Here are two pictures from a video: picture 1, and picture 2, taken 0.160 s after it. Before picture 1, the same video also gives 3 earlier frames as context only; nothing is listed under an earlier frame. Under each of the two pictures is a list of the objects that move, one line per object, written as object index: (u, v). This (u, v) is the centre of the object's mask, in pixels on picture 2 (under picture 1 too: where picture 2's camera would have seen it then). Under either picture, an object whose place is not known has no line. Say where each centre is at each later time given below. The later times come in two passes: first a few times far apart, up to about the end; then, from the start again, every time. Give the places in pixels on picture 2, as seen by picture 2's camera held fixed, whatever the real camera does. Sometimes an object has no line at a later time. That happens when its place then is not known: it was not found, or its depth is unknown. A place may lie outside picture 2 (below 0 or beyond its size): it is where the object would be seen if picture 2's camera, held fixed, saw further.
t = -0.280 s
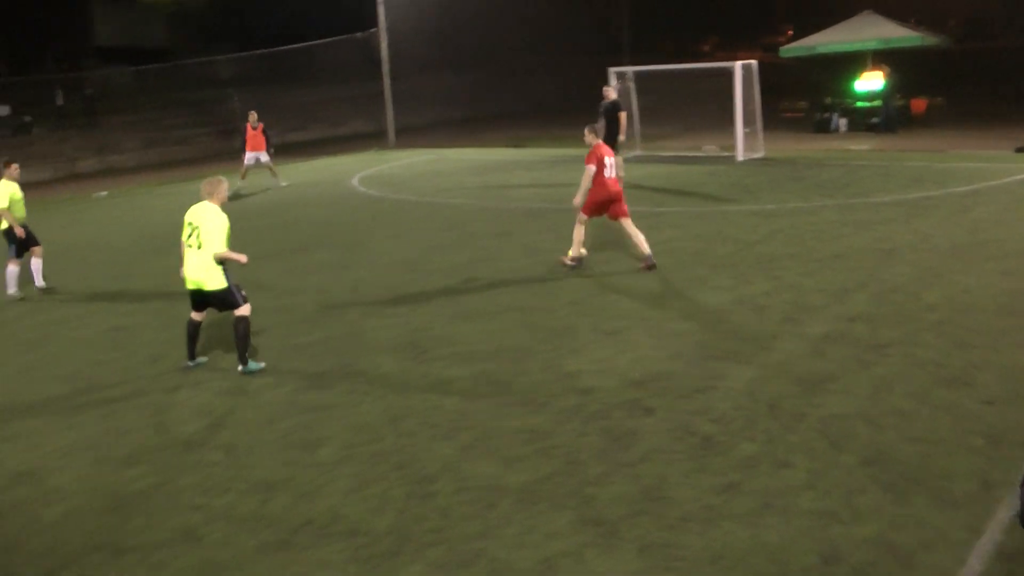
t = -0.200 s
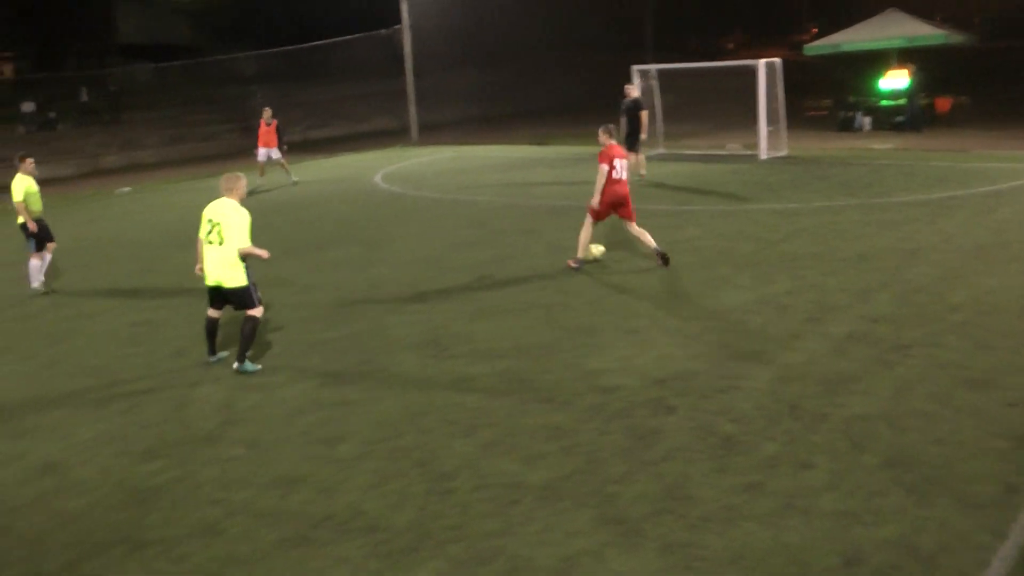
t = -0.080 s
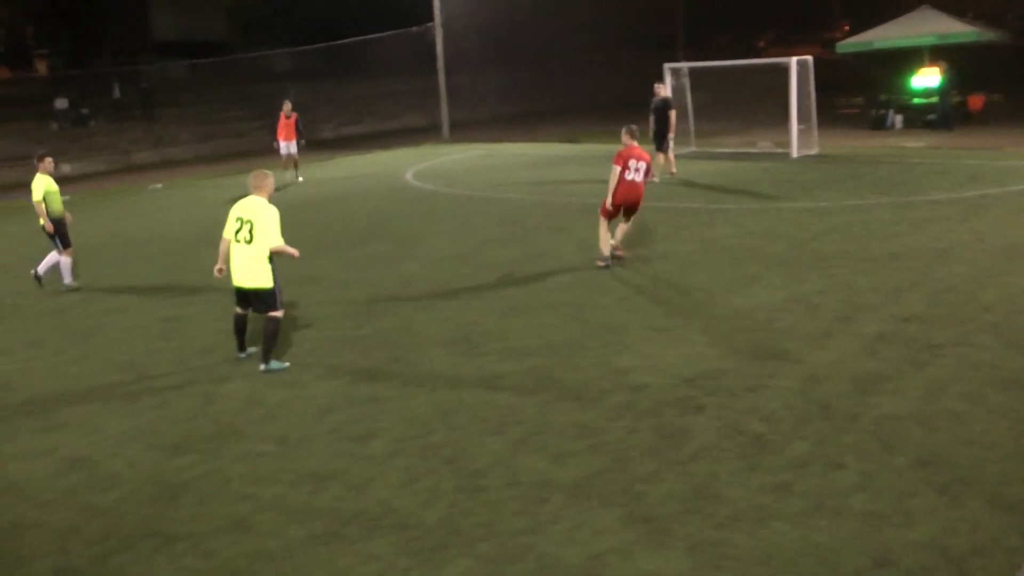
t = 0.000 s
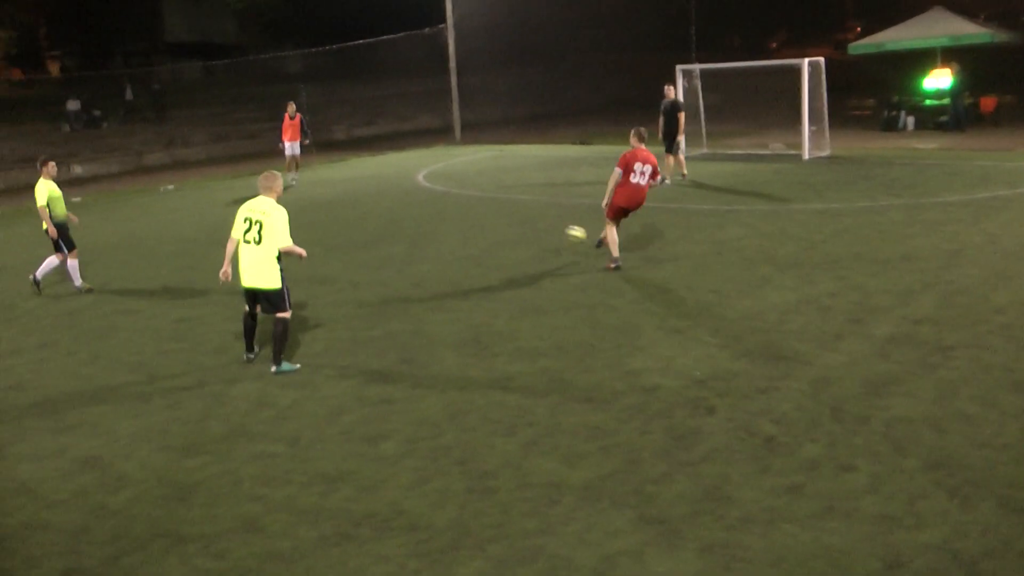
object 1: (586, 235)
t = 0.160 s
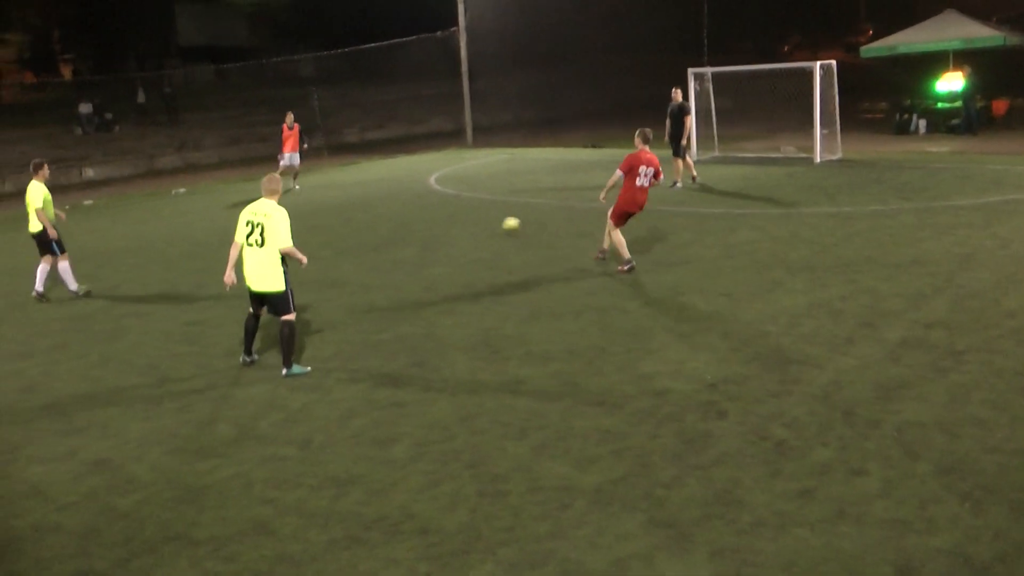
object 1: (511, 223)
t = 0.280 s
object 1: (469, 214)
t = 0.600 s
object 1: (401, 199)
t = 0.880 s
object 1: (374, 188)
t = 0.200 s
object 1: (495, 221)
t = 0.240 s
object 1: (481, 217)
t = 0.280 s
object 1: (469, 214)
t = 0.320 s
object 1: (457, 212)
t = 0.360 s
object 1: (447, 211)
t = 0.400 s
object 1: (436, 208)
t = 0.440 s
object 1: (428, 206)
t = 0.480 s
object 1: (420, 205)
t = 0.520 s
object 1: (412, 202)
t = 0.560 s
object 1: (407, 200)
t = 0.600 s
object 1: (401, 199)
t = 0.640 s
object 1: (396, 197)
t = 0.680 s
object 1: (392, 195)
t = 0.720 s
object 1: (388, 194)
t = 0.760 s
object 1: (385, 193)
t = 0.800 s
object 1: (381, 191)
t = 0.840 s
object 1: (377, 189)
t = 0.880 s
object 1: (374, 188)
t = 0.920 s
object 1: (370, 189)
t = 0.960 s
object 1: (367, 187)
